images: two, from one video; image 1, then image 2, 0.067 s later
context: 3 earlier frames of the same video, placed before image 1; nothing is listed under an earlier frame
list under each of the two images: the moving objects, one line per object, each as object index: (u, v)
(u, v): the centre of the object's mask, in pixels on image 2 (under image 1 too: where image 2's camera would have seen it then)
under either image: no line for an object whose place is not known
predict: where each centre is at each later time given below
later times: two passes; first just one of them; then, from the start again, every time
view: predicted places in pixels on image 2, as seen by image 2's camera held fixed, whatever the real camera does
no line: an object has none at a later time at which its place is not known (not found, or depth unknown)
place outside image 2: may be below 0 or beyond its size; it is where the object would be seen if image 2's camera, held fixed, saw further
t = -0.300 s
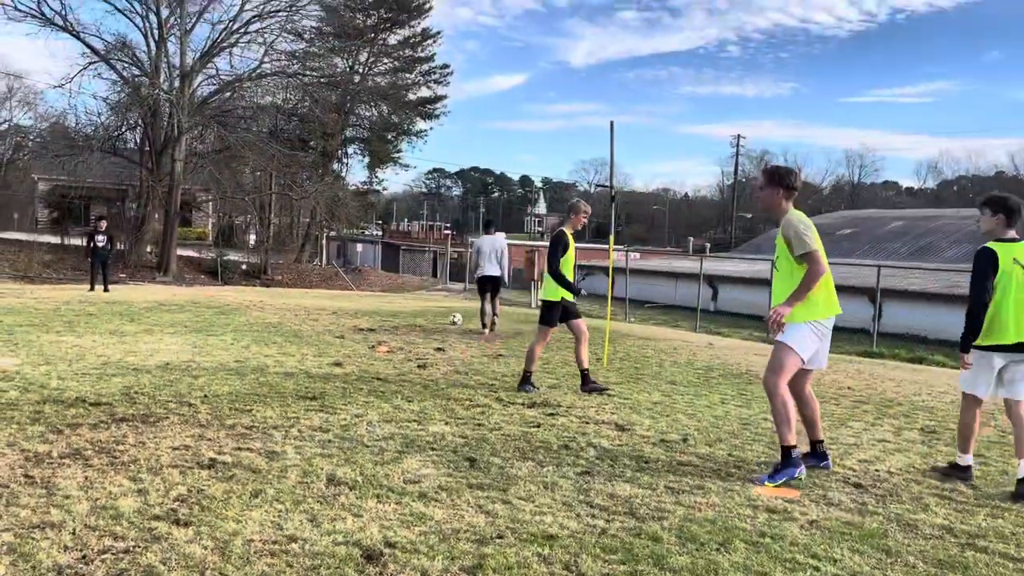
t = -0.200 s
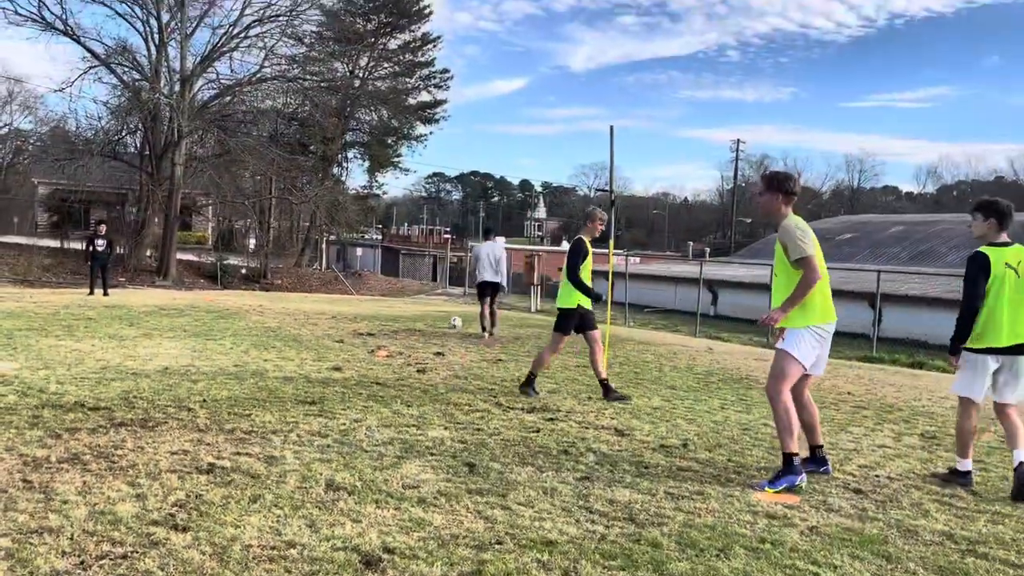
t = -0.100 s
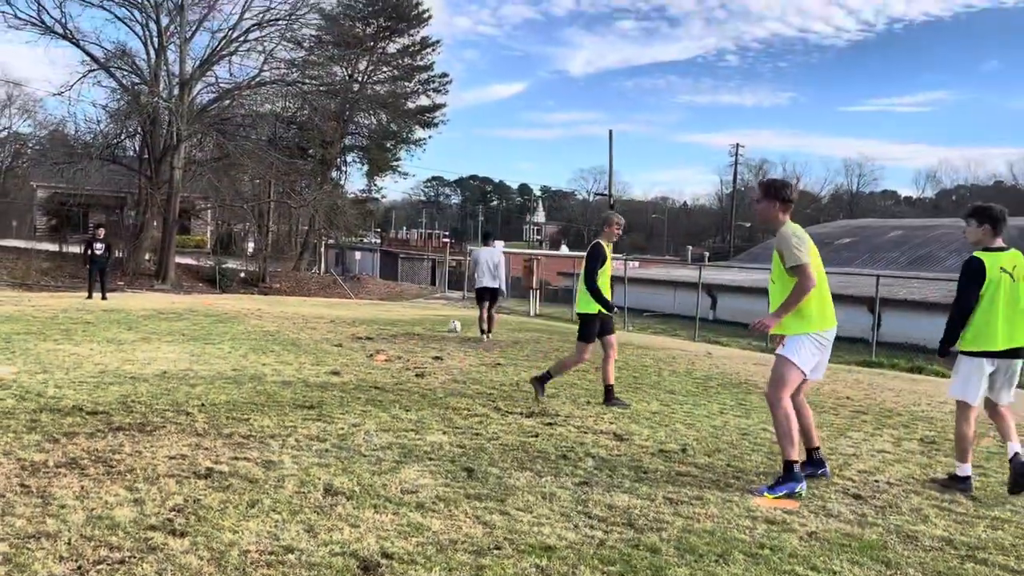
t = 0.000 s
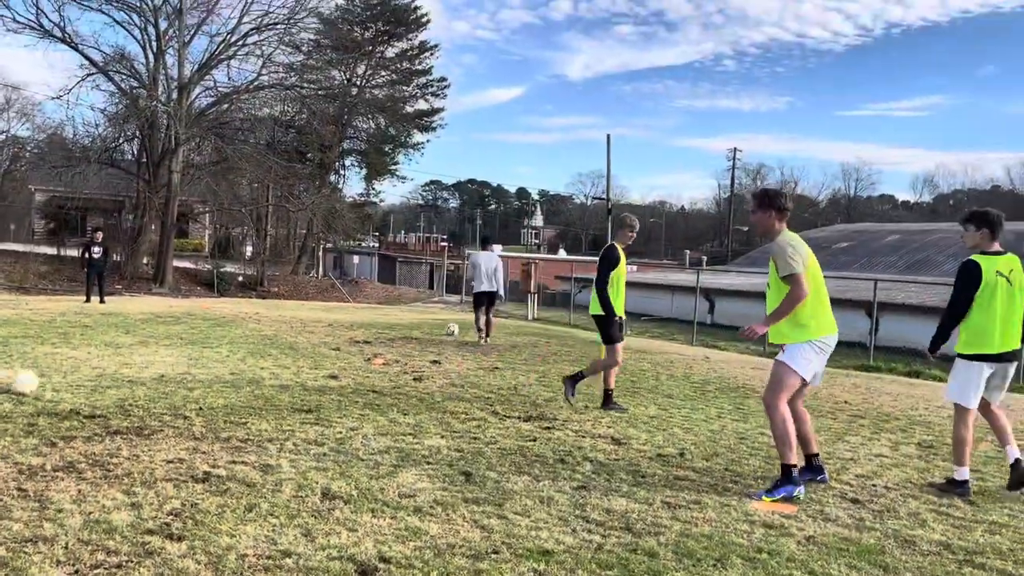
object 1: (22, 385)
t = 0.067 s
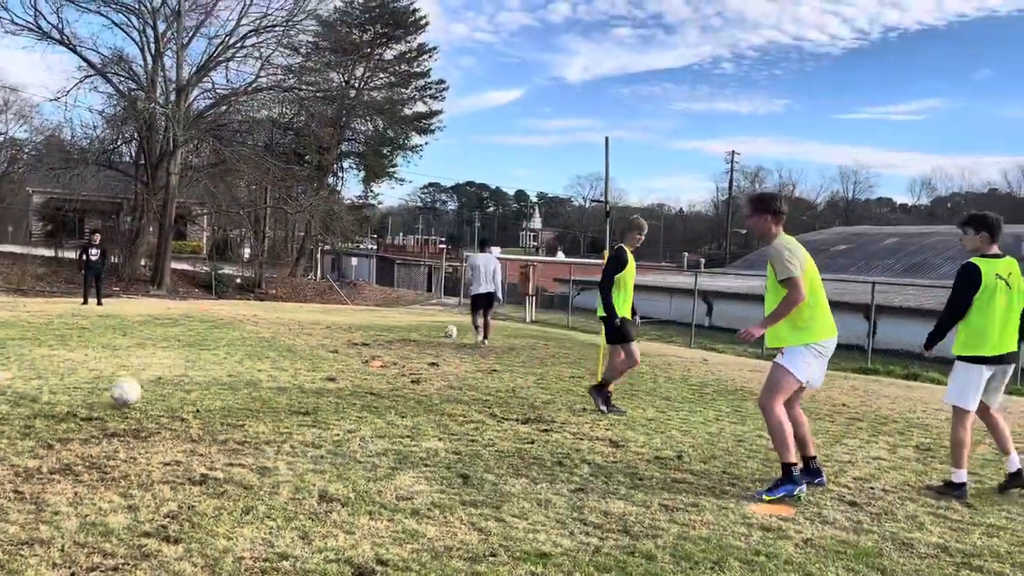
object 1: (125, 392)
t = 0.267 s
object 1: (469, 423)
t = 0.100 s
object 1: (181, 397)
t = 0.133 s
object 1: (238, 406)
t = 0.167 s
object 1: (295, 411)
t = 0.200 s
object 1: (352, 413)
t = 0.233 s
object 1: (408, 417)
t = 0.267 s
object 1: (469, 423)
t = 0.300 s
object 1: (529, 433)
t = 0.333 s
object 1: (592, 446)
